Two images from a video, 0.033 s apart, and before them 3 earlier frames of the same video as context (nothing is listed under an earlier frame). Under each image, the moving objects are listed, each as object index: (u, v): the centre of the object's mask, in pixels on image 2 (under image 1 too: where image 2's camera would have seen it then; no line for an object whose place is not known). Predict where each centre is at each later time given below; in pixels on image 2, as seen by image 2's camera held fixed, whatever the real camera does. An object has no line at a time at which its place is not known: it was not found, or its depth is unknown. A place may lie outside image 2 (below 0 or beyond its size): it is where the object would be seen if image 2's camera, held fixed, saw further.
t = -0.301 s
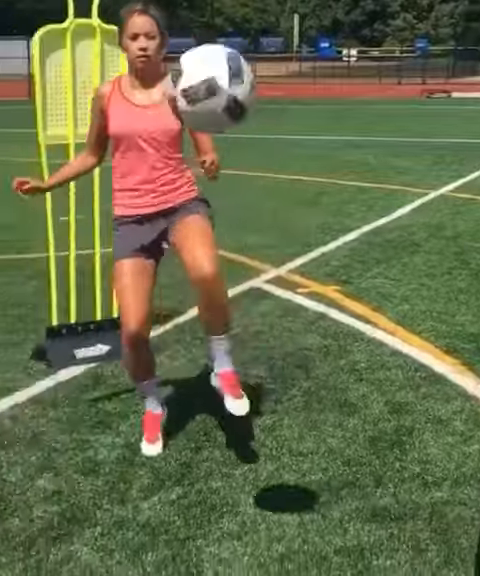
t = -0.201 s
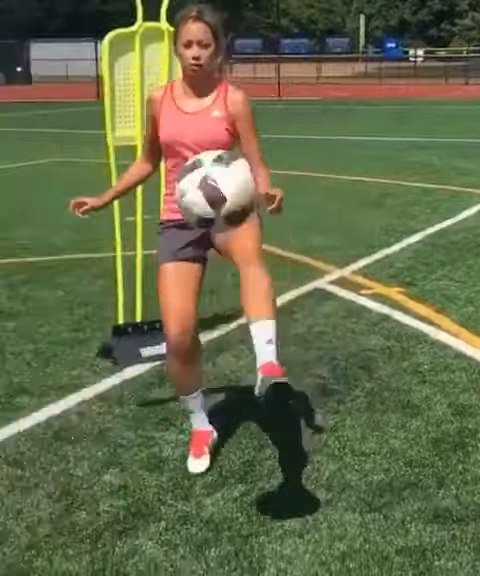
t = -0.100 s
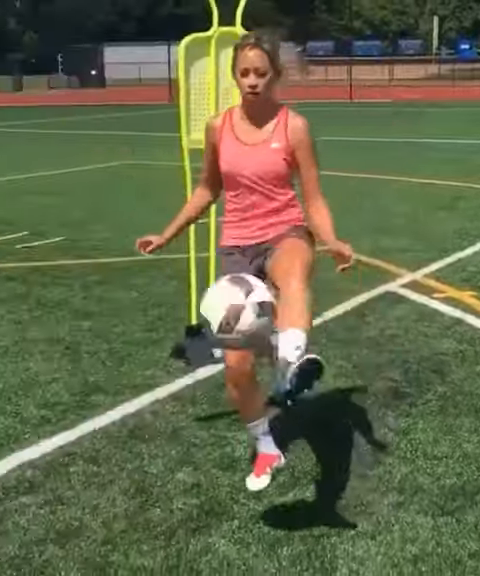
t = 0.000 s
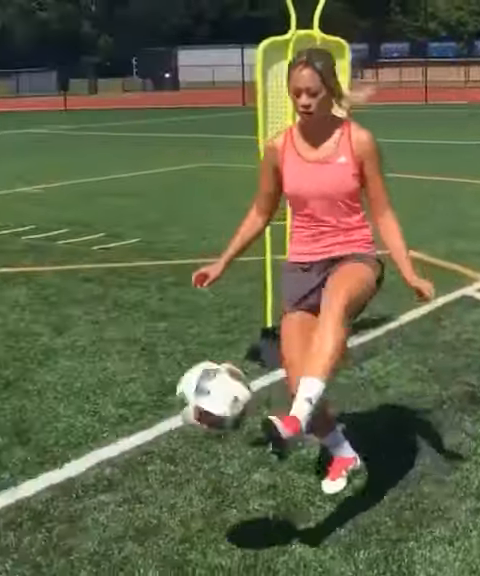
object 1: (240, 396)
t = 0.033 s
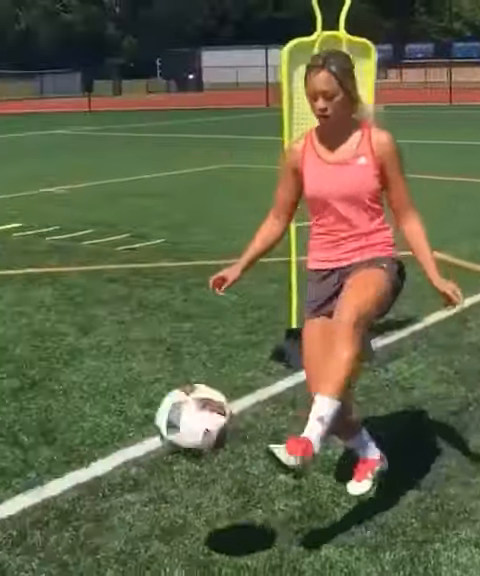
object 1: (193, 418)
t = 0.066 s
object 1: (148, 446)
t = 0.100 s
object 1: (103, 476)
